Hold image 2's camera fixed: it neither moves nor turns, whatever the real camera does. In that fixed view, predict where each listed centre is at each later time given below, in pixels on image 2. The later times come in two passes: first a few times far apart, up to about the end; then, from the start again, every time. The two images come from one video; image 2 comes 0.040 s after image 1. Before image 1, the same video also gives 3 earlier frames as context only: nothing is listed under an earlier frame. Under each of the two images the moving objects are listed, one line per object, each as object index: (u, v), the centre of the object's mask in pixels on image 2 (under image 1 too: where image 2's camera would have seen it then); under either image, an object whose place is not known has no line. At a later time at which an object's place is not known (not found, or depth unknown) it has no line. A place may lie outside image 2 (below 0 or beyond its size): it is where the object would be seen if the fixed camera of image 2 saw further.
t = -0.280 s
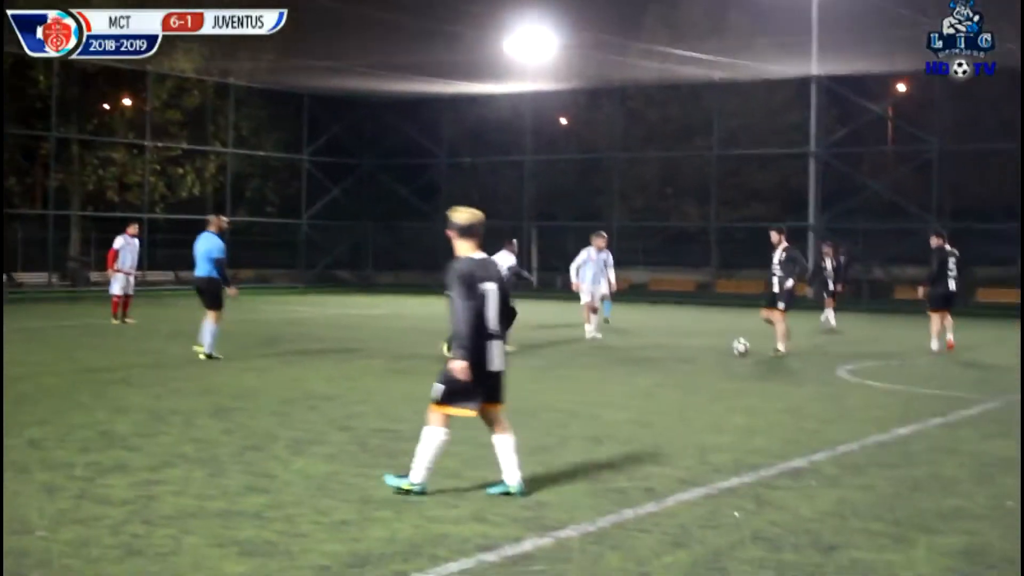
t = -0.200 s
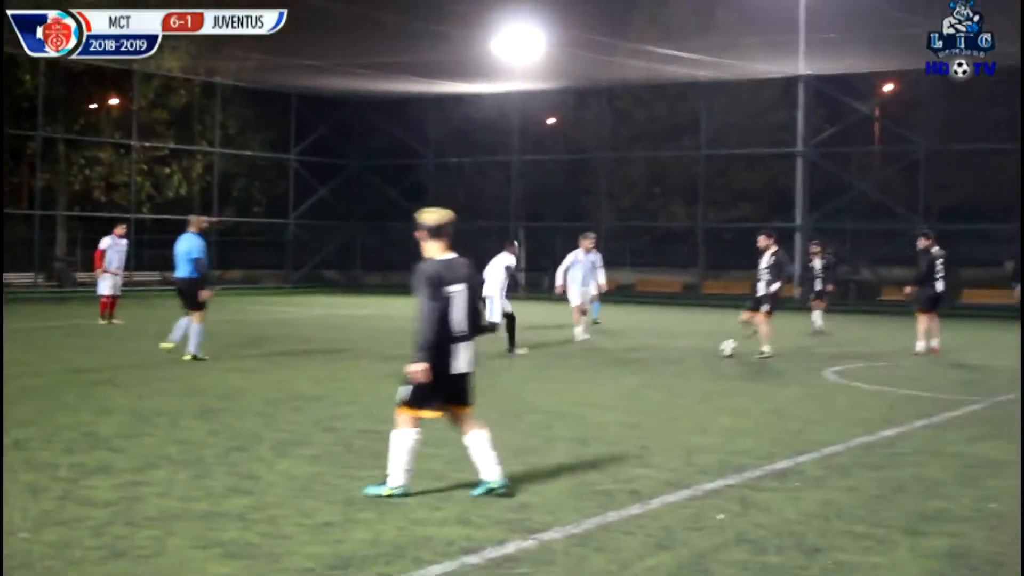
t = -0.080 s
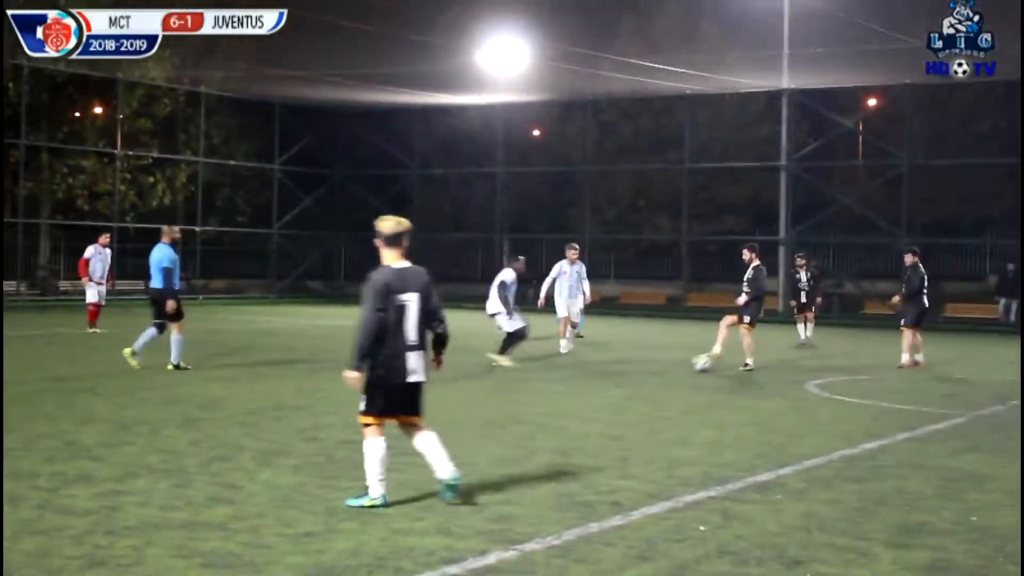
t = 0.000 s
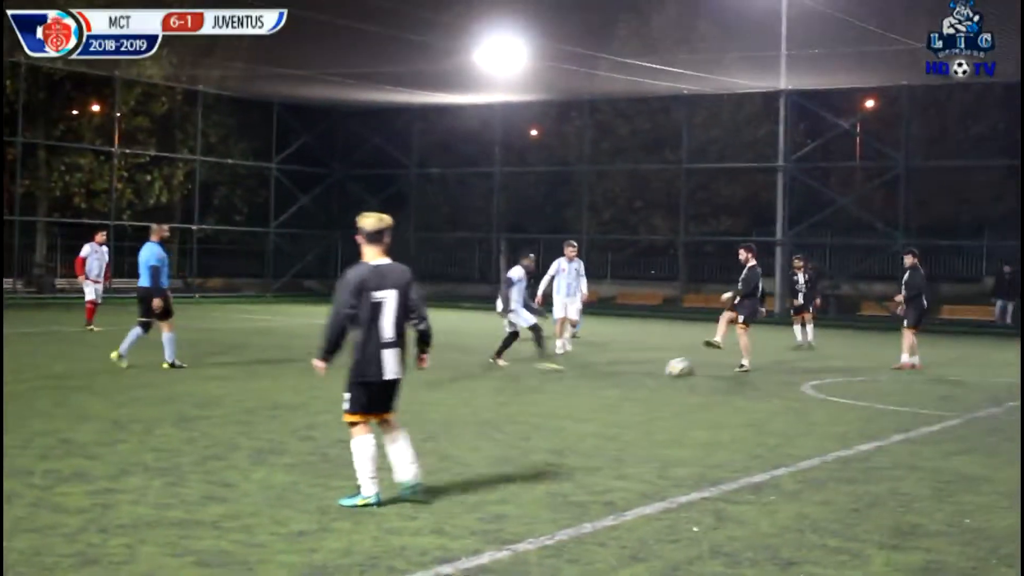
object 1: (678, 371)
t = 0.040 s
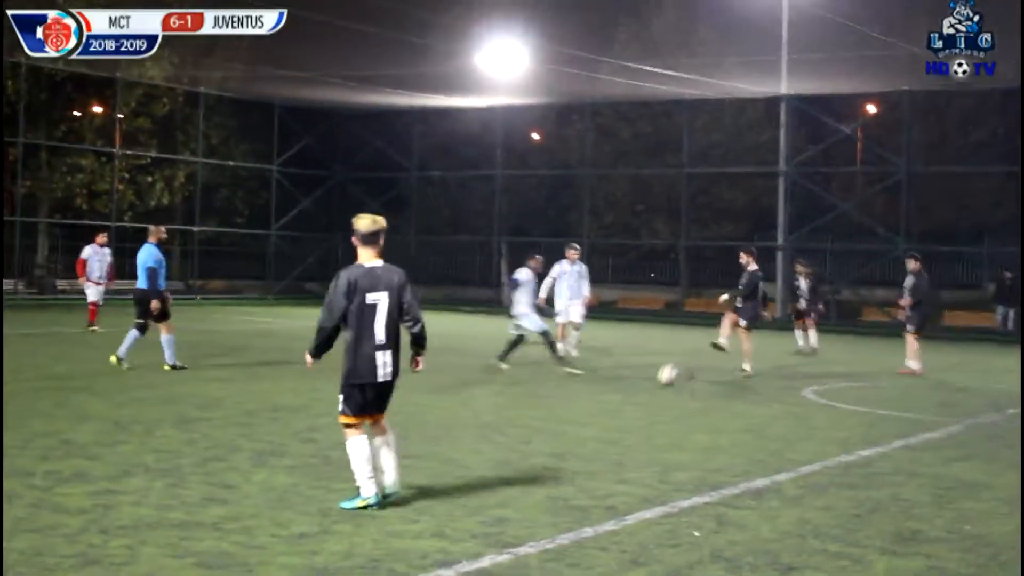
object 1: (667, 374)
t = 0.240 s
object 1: (611, 389)
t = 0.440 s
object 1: (552, 406)
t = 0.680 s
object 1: (473, 426)
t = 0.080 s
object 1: (656, 378)
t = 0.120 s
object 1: (646, 380)
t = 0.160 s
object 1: (635, 384)
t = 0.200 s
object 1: (623, 386)
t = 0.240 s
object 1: (611, 389)
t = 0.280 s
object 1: (600, 392)
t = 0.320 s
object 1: (588, 396)
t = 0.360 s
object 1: (577, 399)
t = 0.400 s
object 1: (565, 402)
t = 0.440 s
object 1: (552, 406)
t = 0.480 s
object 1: (540, 408)
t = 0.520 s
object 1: (528, 412)
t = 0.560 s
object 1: (515, 415)
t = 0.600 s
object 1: (501, 418)
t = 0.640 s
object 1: (488, 422)
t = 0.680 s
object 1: (473, 426)
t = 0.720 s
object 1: (458, 428)
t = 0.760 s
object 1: (442, 433)
